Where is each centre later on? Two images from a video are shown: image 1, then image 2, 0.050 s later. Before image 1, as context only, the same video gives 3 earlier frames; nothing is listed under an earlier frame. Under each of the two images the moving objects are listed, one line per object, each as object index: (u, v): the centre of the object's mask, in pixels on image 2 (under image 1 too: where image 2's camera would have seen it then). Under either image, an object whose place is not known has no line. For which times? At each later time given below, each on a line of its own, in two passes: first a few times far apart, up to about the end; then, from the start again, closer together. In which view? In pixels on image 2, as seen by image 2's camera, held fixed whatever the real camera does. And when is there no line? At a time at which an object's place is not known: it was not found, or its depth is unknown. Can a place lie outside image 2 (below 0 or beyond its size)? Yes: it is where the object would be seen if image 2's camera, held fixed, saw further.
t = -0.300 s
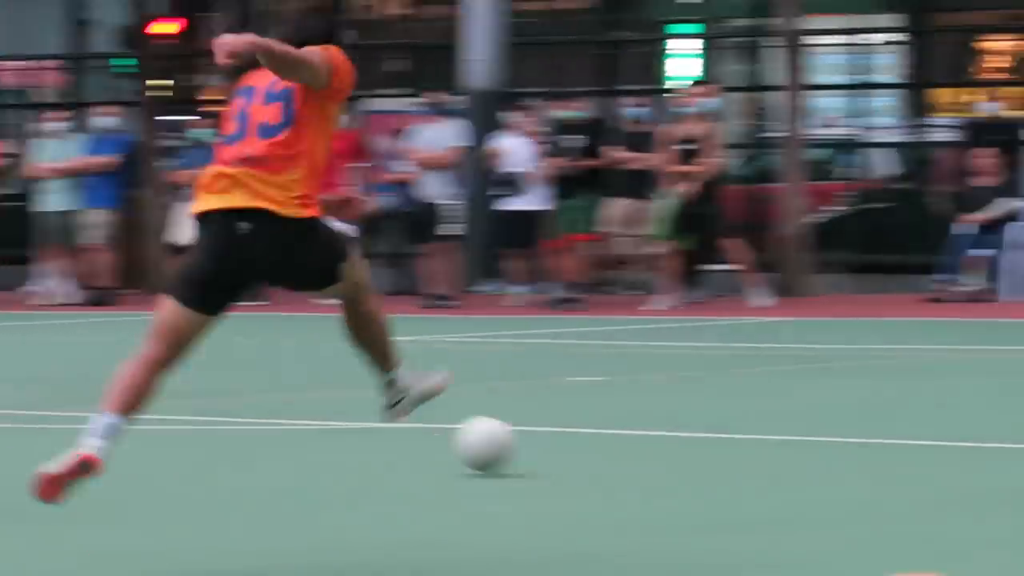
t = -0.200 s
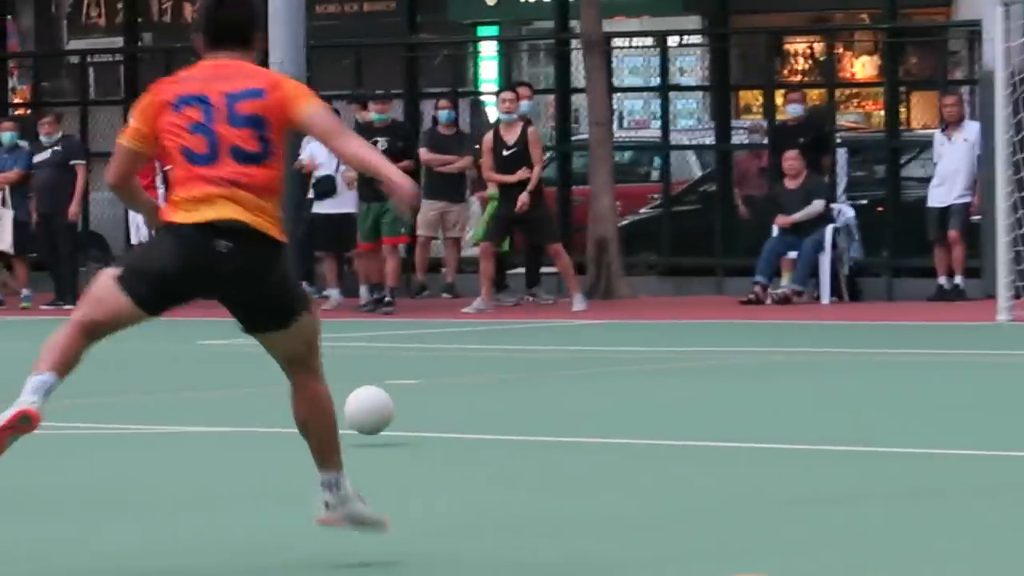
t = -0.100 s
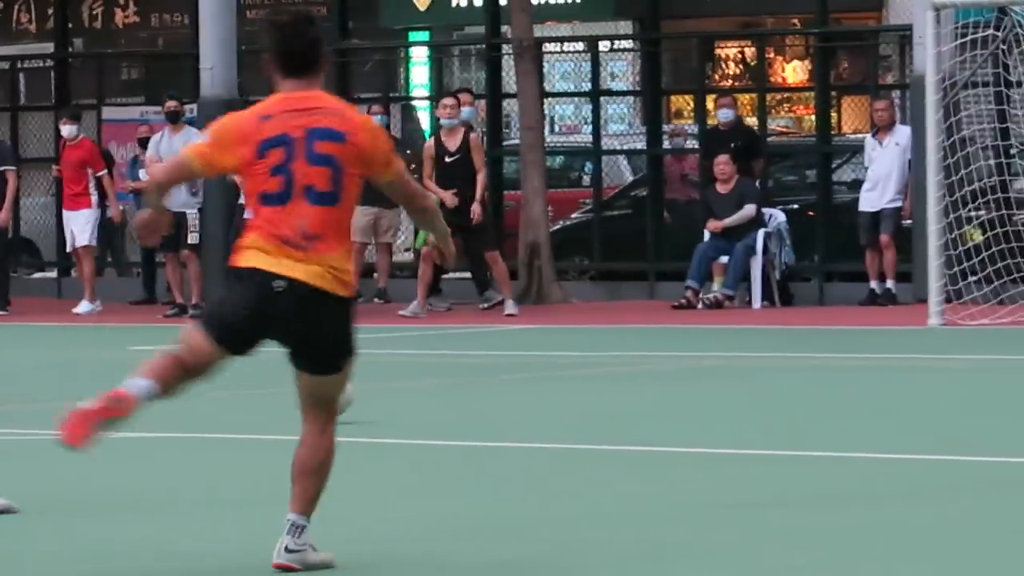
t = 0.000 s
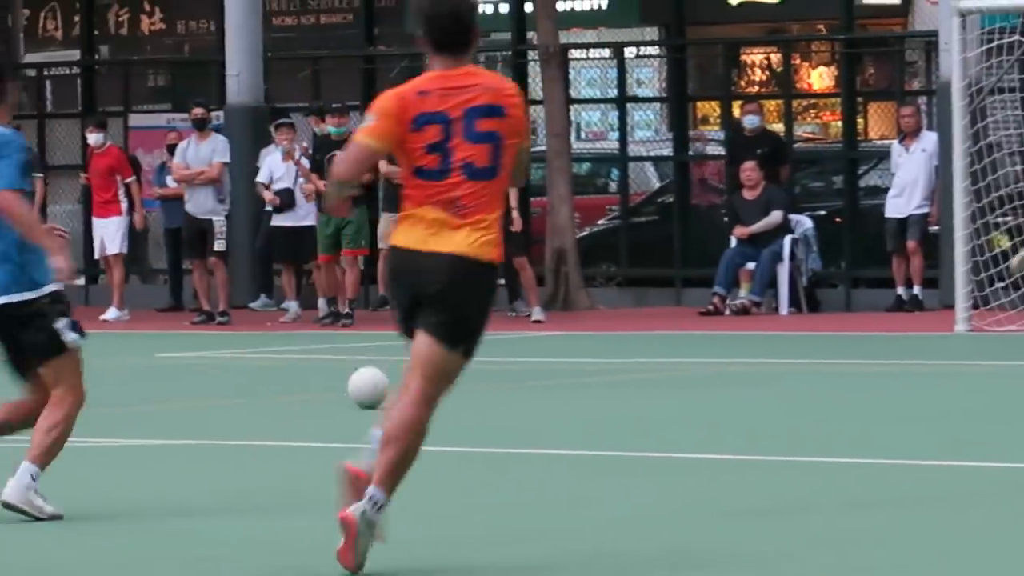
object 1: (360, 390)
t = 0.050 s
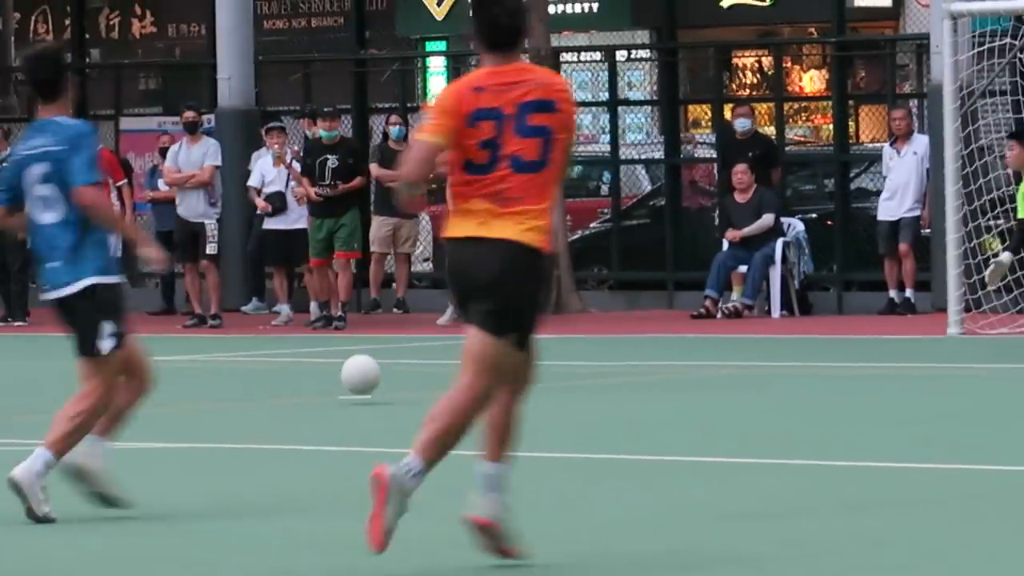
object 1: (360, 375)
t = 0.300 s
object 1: (339, 349)
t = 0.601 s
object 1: (291, 334)
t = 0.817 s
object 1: (269, 313)
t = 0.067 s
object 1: (359, 370)
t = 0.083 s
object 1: (359, 367)
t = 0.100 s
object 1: (359, 364)
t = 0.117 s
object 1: (358, 362)
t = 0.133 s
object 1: (358, 361)
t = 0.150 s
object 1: (356, 361)
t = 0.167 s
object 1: (355, 362)
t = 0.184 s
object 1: (360, 361)
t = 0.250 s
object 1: (346, 352)
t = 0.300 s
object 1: (339, 349)
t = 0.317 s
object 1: (337, 349)
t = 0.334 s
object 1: (334, 349)
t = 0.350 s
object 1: (332, 350)
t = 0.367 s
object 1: (329, 351)
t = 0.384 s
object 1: (326, 348)
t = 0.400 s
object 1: (324, 342)
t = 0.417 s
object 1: (321, 337)
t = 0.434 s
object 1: (319, 334)
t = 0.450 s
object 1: (316, 331)
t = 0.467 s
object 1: (313, 328)
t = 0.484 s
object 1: (311, 328)
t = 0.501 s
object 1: (308, 327)
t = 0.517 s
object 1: (305, 327)
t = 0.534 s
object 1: (302, 327)
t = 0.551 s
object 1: (299, 328)
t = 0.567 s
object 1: (296, 329)
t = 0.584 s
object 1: (294, 331)
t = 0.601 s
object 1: (291, 334)
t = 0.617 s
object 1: (289, 333)
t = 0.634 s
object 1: (287, 329)
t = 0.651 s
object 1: (285, 325)
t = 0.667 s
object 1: (284, 322)
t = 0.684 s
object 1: (282, 318)
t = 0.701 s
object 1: (280, 316)
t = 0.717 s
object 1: (278, 314)
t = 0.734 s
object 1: (277, 313)
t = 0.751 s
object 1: (275, 312)
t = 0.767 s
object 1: (275, 312)
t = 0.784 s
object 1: (273, 312)
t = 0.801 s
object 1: (271, 313)
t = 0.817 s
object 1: (269, 313)
